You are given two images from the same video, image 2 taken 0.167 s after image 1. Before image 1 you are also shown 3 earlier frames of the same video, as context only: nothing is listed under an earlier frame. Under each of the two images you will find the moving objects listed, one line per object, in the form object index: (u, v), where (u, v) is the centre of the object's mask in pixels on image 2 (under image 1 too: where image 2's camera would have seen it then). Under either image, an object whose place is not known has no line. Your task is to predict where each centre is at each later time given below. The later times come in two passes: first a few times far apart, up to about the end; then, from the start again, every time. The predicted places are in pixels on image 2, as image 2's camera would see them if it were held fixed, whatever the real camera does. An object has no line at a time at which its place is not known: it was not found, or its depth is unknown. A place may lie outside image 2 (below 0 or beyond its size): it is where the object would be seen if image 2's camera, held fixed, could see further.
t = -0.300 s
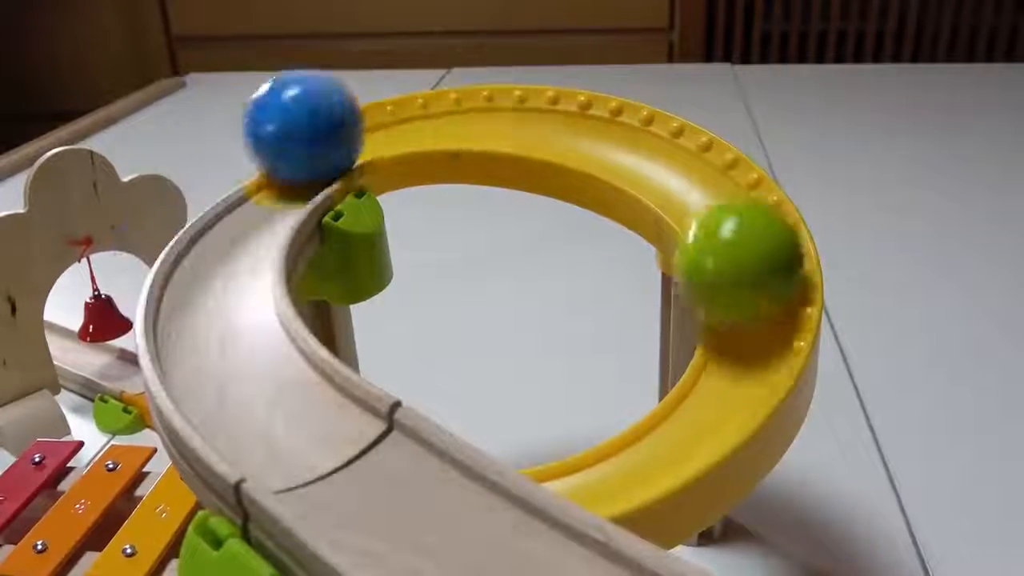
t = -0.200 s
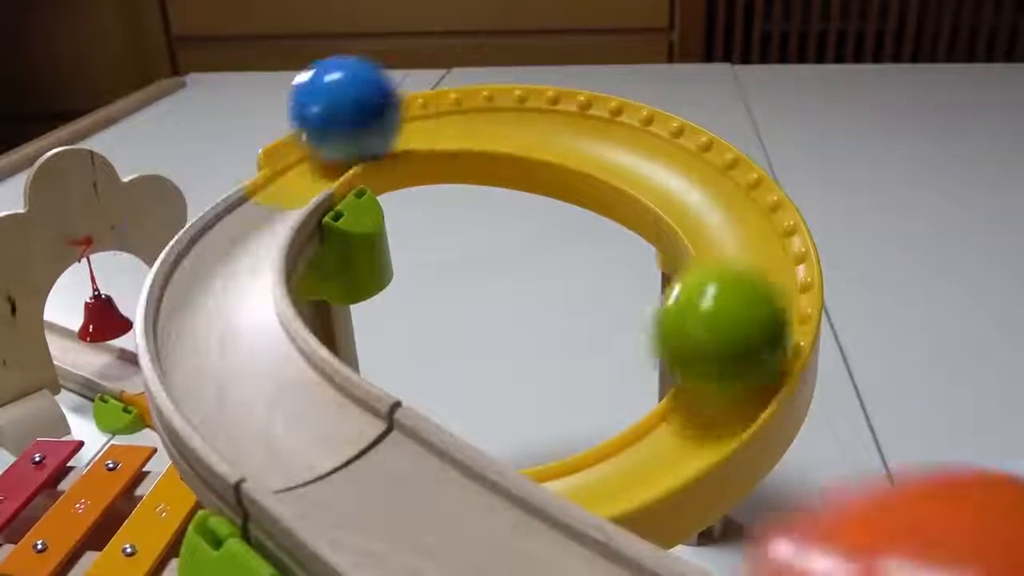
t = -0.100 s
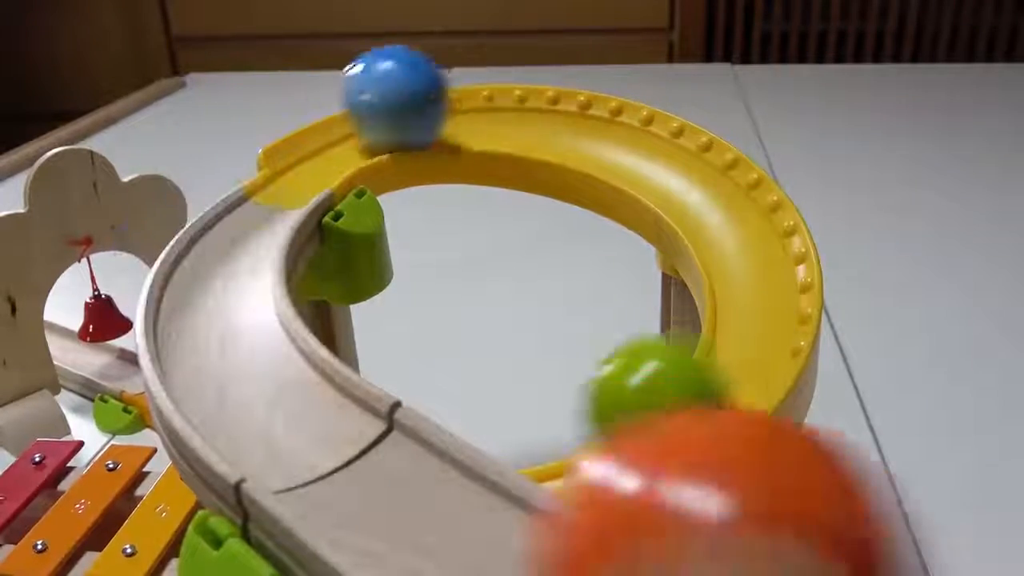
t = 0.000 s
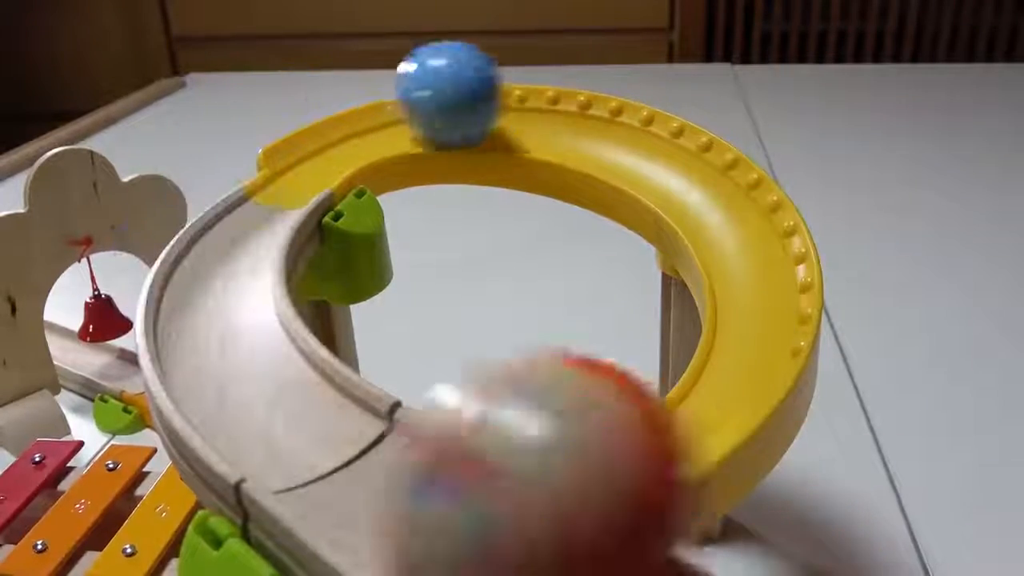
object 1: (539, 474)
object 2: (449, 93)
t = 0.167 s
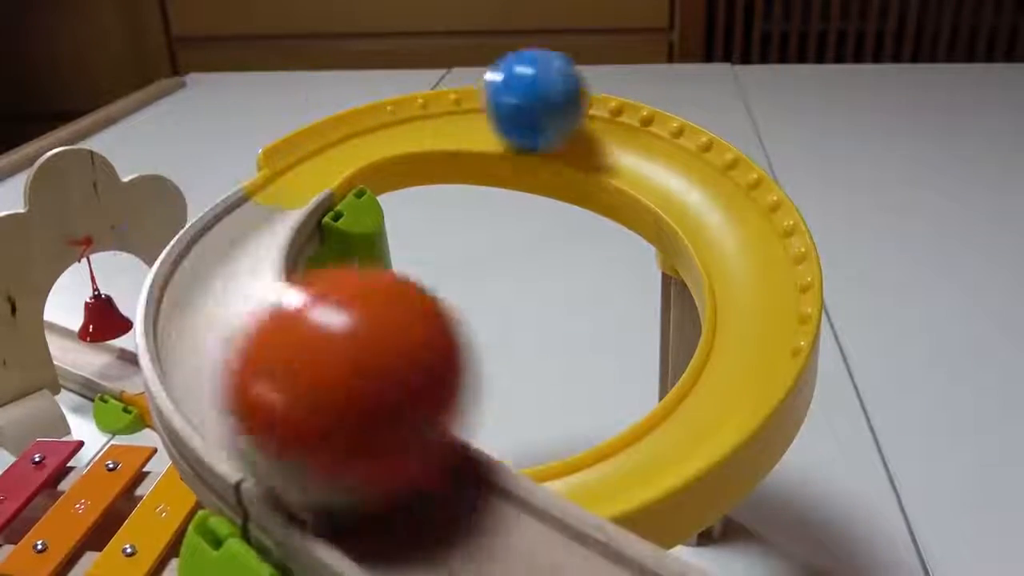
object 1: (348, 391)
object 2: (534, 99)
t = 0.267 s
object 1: (270, 358)
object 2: (587, 110)
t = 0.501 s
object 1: (200, 244)
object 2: (701, 175)
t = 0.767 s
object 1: (246, 170)
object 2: (722, 340)
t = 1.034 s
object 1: (347, 111)
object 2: (488, 429)
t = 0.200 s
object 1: (314, 371)
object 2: (551, 101)
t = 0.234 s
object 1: (283, 356)
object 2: (569, 106)
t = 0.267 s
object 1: (270, 358)
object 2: (587, 110)
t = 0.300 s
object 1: (251, 343)
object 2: (604, 116)
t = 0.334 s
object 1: (235, 327)
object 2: (621, 124)
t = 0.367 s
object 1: (223, 312)
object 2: (640, 132)
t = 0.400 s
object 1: (212, 296)
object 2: (657, 144)
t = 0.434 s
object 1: (206, 281)
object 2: (674, 152)
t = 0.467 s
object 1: (201, 258)
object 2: (688, 163)
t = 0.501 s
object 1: (200, 244)
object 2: (701, 175)
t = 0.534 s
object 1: (200, 233)
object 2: (716, 192)
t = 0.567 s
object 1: (204, 229)
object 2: (725, 210)
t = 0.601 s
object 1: (208, 218)
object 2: (735, 228)
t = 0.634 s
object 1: (214, 206)
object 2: (738, 247)
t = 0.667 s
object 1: (221, 197)
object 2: (740, 267)
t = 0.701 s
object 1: (227, 187)
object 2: (738, 286)
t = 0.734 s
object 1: (236, 178)
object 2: (730, 308)
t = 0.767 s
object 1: (246, 170)
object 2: (722, 340)
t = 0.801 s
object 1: (256, 162)
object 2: (708, 364)
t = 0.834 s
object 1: (269, 151)
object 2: (686, 386)
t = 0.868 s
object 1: (281, 144)
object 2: (658, 404)
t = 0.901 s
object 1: (293, 138)
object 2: (625, 426)
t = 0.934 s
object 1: (304, 129)
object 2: (588, 439)
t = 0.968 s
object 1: (315, 126)
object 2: (555, 440)
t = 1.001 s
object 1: (330, 119)
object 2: (518, 435)
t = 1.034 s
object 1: (347, 111)
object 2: (488, 429)
